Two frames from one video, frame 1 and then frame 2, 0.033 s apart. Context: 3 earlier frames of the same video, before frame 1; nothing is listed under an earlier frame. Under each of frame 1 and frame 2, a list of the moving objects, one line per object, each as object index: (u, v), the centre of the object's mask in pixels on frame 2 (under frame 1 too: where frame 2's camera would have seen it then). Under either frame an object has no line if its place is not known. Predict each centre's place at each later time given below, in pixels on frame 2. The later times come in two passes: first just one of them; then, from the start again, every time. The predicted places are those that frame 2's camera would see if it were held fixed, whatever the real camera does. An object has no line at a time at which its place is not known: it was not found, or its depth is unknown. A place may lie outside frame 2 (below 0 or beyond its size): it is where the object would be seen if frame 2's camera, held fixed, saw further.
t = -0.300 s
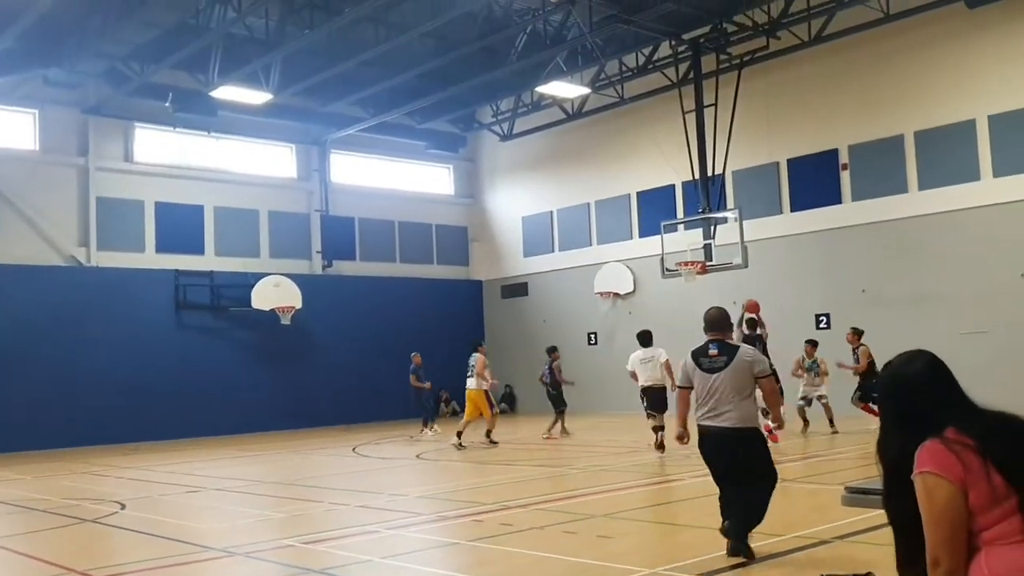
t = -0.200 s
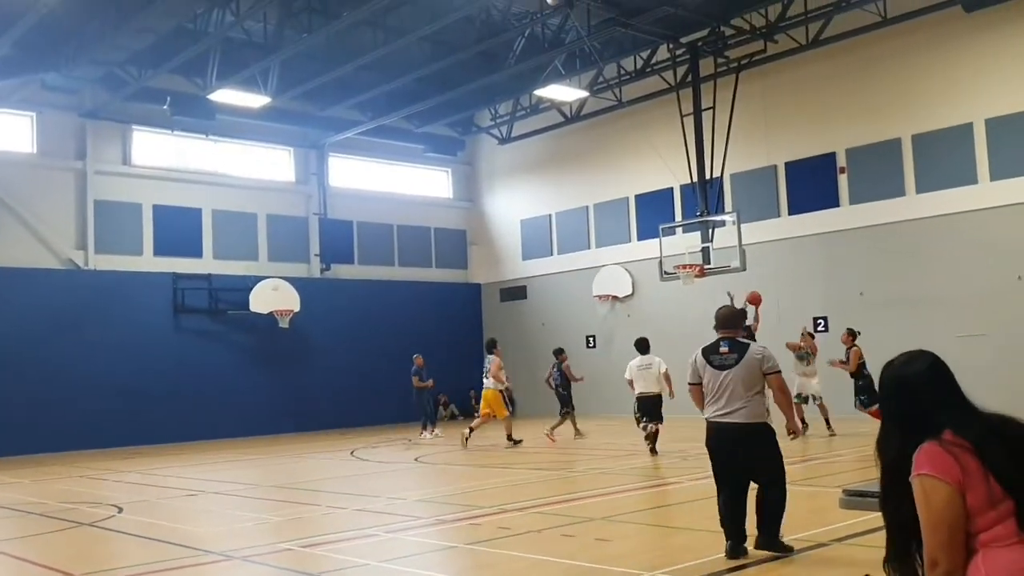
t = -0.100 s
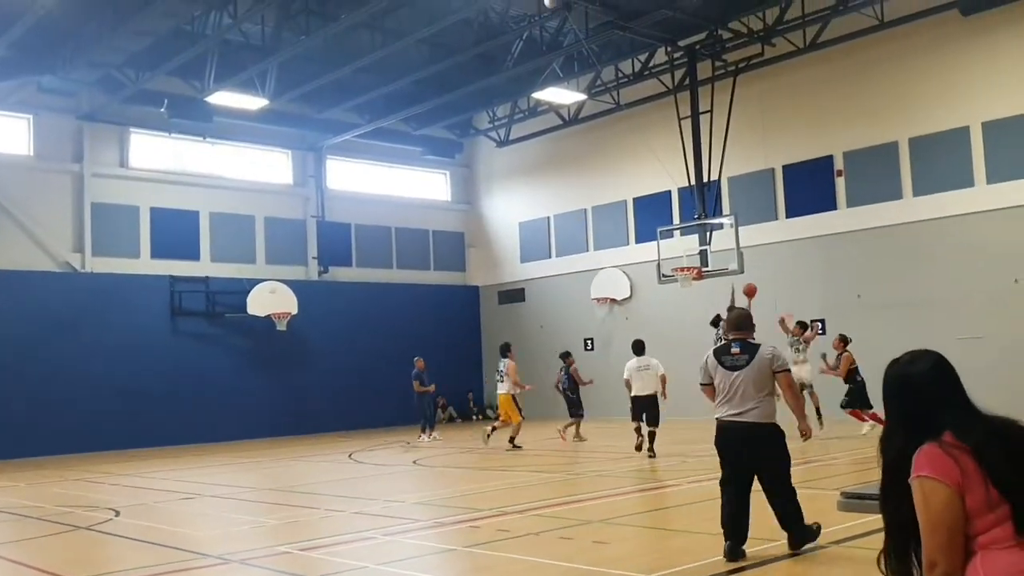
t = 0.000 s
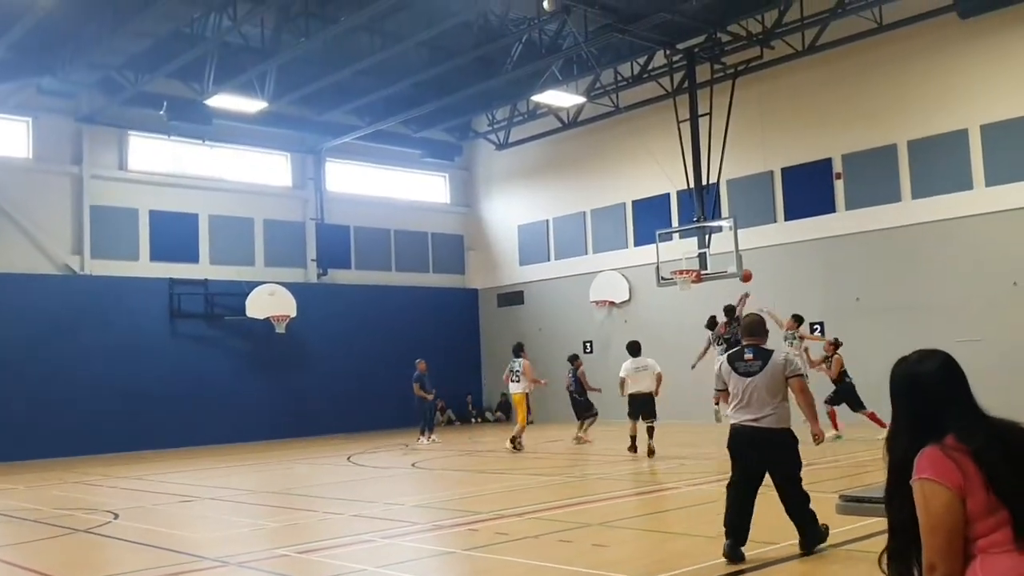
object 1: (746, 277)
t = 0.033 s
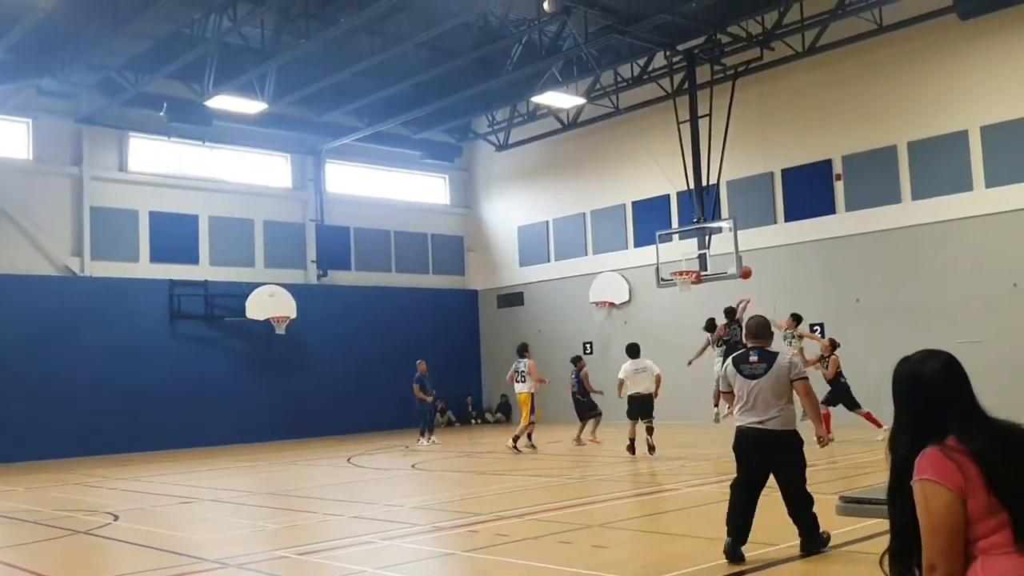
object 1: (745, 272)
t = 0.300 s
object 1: (764, 260)
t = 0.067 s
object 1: (745, 269)
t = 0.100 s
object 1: (744, 265)
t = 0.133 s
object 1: (744, 263)
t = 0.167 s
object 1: (745, 261)
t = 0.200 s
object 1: (750, 260)
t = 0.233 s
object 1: (754, 260)
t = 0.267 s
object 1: (759, 259)
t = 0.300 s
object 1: (764, 260)
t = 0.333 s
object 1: (768, 261)
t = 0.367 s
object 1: (773, 262)
